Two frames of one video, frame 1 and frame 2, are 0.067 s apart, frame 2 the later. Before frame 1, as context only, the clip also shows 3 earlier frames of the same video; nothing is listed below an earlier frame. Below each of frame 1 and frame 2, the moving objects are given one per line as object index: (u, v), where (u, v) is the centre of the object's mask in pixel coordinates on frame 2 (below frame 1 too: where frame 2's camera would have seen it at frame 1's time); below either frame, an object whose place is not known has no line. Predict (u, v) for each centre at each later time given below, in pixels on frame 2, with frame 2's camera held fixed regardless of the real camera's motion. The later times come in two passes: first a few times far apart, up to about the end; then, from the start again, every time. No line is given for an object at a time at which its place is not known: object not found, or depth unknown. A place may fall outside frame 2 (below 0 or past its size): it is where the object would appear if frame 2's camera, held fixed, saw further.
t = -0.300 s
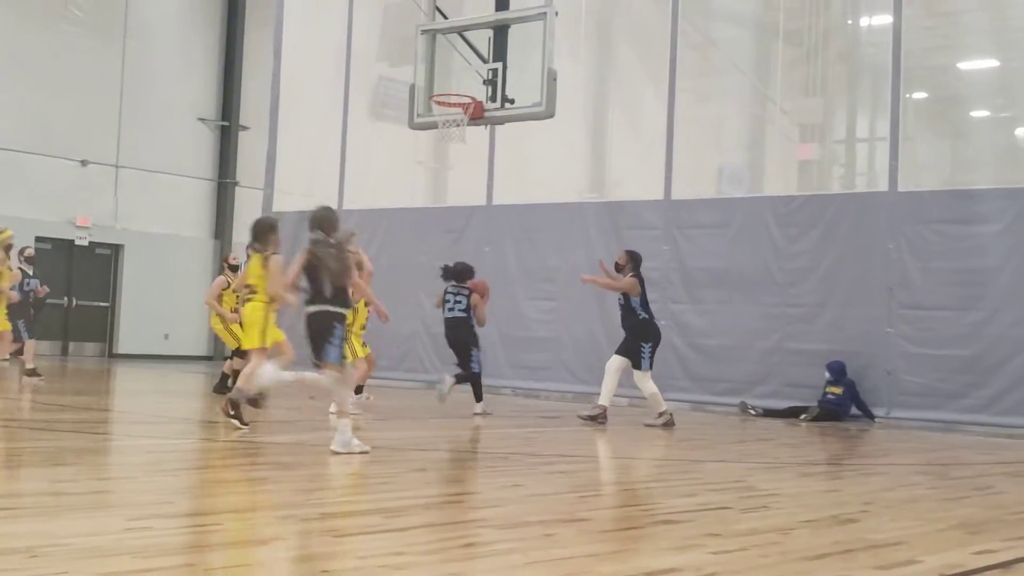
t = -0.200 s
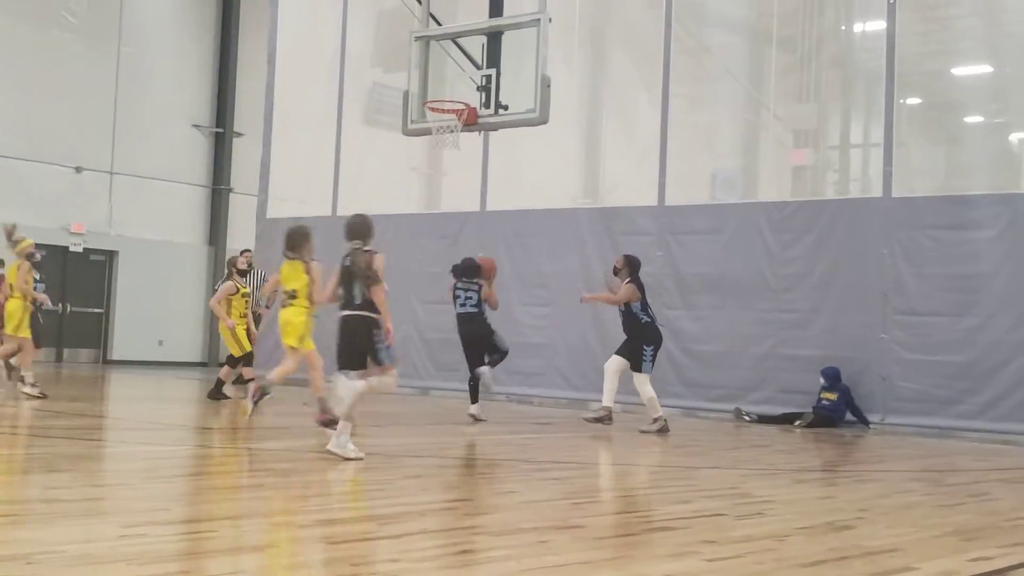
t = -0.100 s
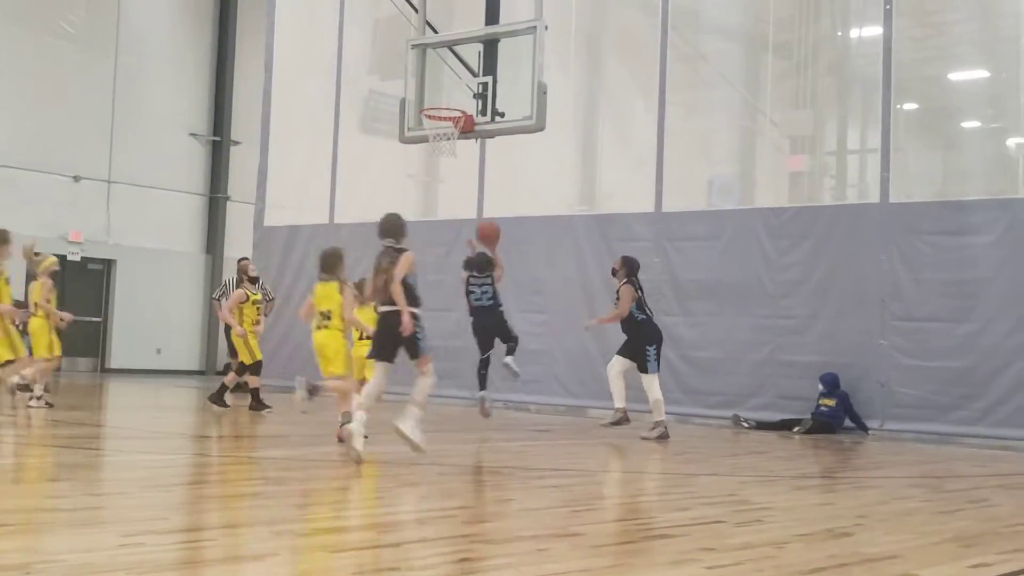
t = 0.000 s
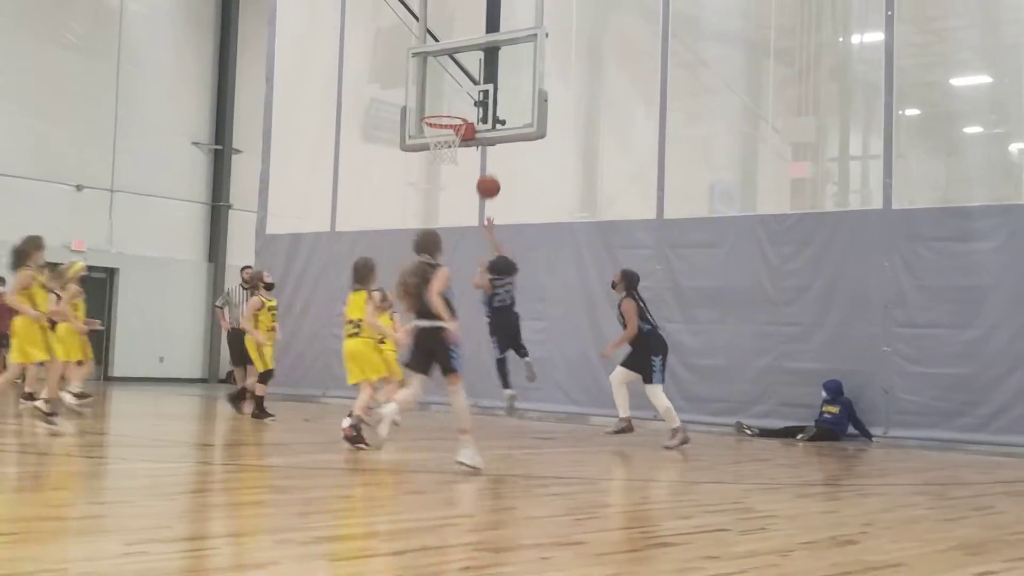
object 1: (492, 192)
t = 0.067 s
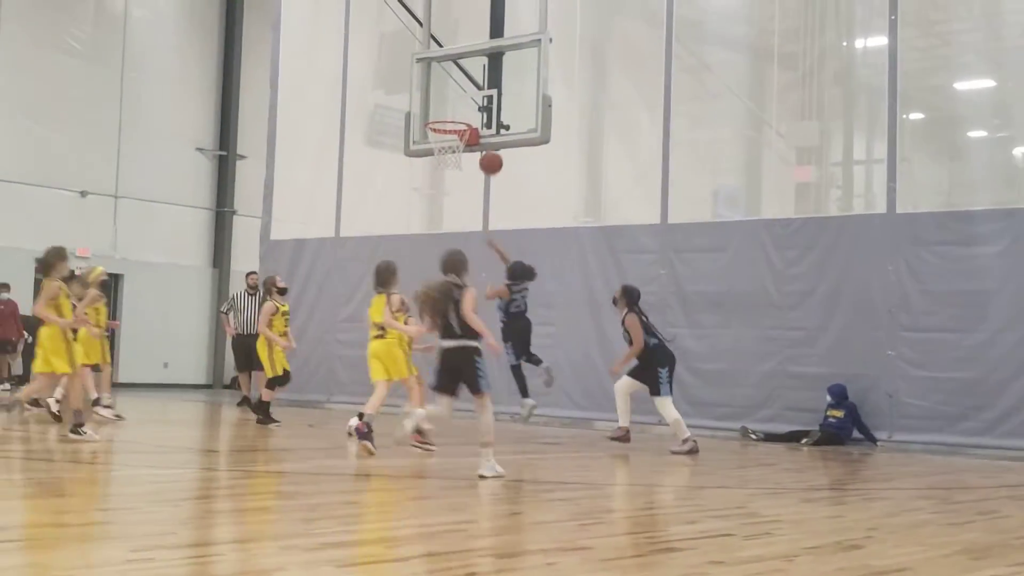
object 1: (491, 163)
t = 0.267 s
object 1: (486, 108)
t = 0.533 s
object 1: (439, 100)
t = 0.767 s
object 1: (389, 142)
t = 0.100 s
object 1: (490, 151)
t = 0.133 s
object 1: (490, 140)
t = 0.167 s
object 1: (488, 130)
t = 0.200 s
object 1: (487, 121)
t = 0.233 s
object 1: (487, 114)
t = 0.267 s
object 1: (486, 108)
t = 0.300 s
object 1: (484, 103)
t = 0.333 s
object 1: (482, 100)
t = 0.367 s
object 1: (474, 97)
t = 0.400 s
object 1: (467, 95)
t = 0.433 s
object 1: (461, 95)
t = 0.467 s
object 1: (454, 95)
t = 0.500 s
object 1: (446, 97)
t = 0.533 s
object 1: (439, 100)
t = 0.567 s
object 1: (432, 104)
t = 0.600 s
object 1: (425, 108)
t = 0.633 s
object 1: (418, 115)
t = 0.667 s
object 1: (410, 120)
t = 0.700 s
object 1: (403, 127)
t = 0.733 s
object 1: (396, 134)
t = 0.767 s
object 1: (389, 142)
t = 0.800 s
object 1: (381, 152)
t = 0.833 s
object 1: (374, 163)
